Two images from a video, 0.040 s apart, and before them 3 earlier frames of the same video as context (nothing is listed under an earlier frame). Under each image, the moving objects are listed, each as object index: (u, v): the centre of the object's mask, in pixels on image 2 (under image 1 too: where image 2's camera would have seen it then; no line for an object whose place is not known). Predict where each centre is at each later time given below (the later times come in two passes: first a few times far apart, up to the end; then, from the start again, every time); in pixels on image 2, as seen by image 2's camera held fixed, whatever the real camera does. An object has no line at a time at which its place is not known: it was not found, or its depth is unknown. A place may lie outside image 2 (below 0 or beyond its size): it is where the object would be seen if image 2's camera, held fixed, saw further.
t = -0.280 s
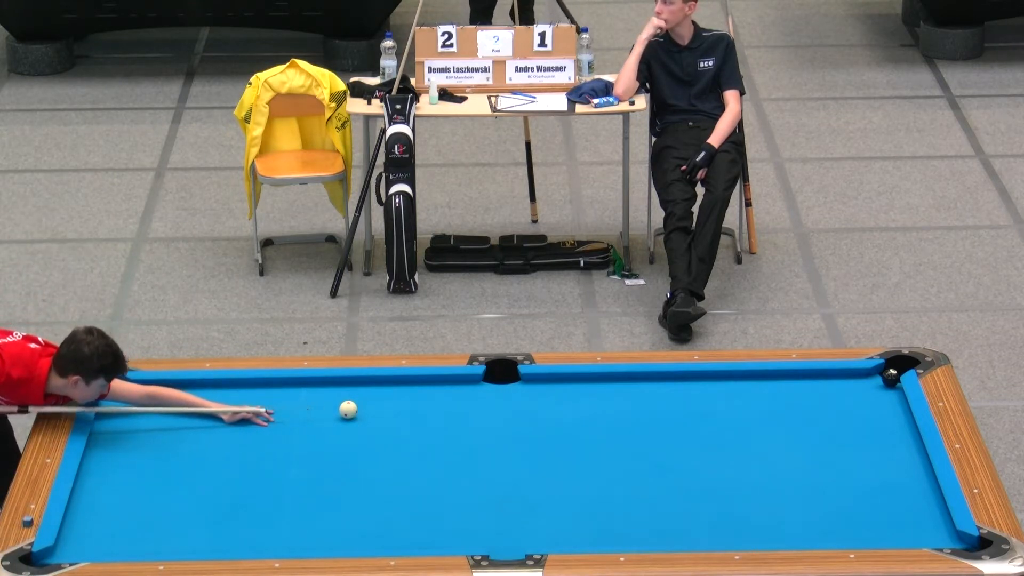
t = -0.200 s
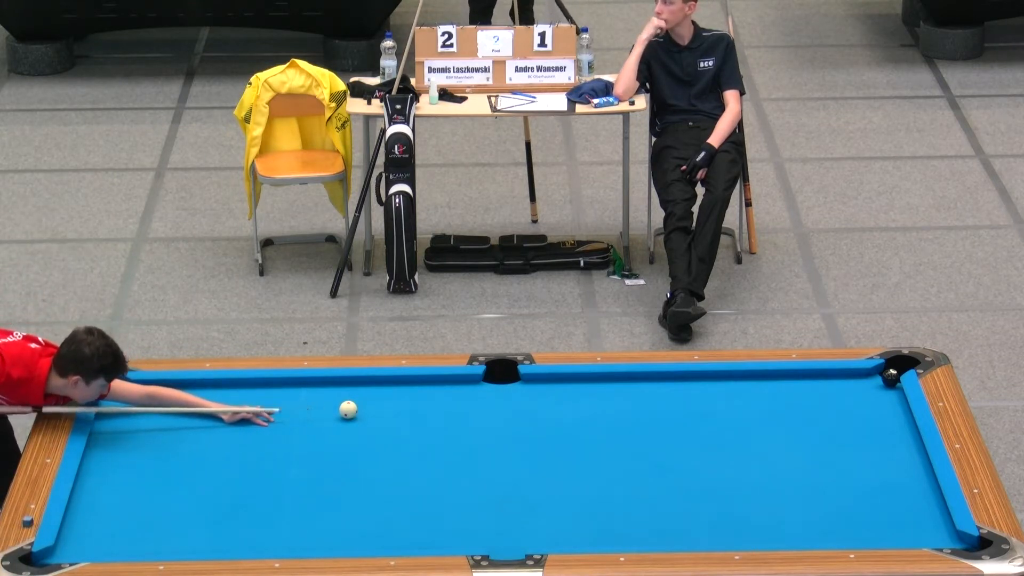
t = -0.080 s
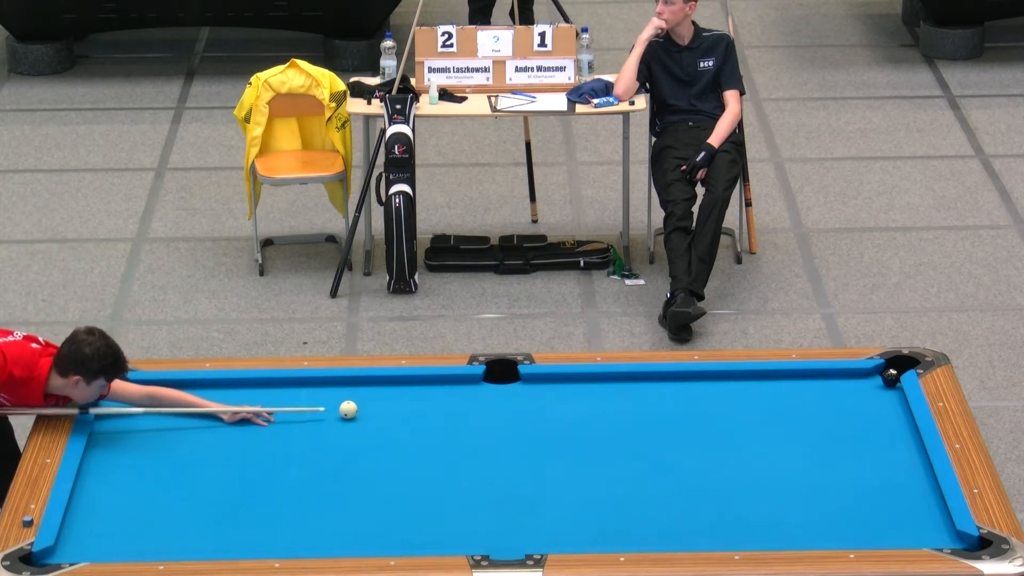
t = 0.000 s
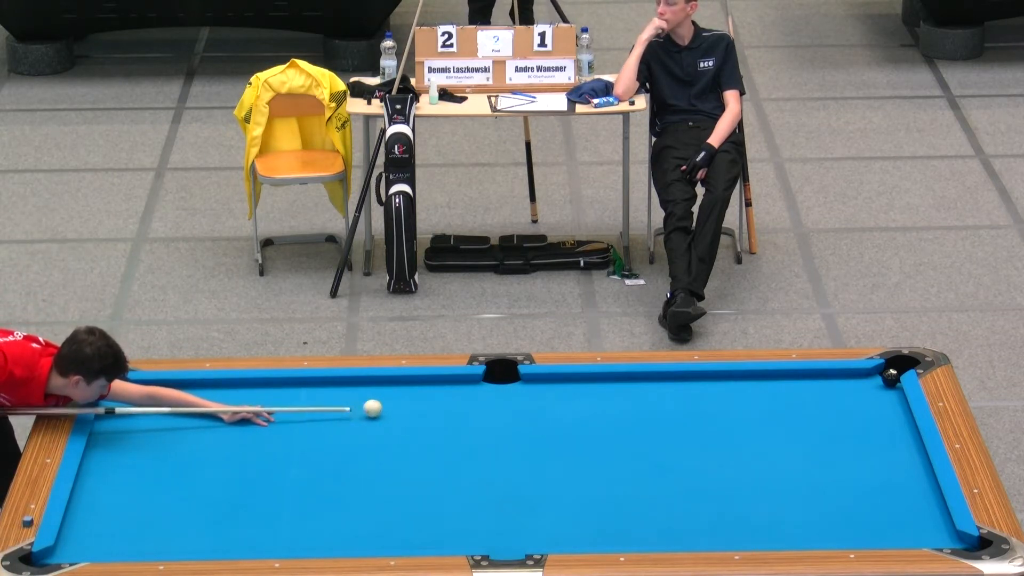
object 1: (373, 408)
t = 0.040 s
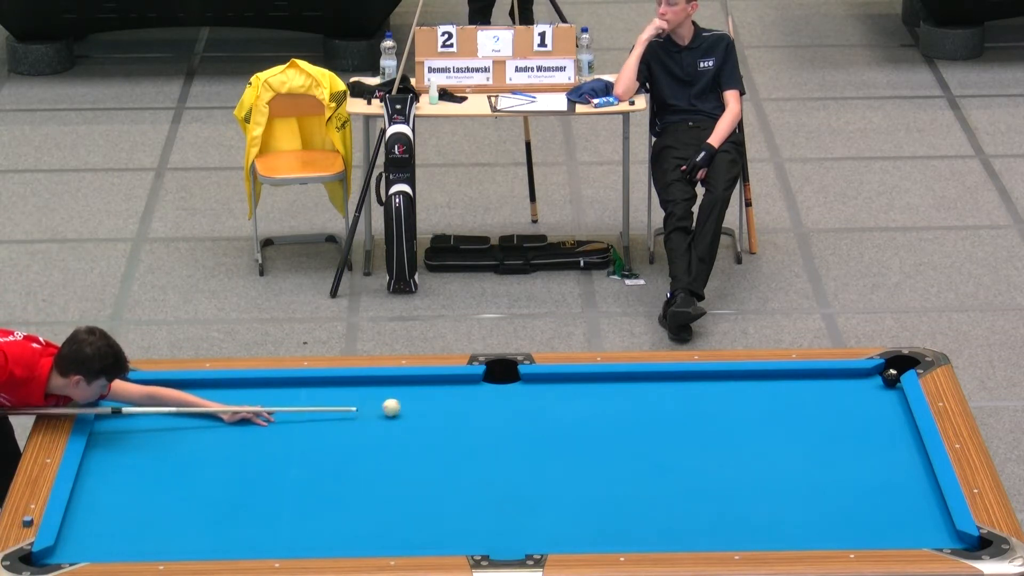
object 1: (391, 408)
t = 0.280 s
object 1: (485, 403)
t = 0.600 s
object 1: (600, 398)
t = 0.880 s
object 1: (698, 392)
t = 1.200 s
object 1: (805, 387)
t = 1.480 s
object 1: (888, 385)
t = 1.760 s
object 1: (871, 394)
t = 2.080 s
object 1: (845, 402)
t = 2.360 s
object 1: (824, 409)
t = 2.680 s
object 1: (802, 417)
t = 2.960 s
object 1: (785, 422)
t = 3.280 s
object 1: (767, 429)
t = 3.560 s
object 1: (753, 433)
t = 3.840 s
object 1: (742, 438)
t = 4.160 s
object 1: (731, 442)
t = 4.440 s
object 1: (723, 445)
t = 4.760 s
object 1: (715, 448)
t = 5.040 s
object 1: (711, 450)
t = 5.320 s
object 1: (708, 451)
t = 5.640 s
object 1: (706, 451)
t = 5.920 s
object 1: (706, 450)
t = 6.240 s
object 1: (706, 451)
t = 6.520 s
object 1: (706, 450)
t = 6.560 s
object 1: (706, 451)
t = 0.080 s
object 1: (409, 407)
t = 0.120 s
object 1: (425, 406)
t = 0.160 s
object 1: (441, 405)
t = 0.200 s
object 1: (456, 405)
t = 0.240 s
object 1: (471, 404)
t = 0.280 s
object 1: (485, 403)
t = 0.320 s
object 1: (500, 402)
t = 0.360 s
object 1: (514, 402)
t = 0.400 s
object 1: (529, 401)
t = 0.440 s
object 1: (543, 400)
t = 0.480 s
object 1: (557, 400)
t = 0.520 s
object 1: (571, 399)
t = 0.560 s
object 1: (586, 398)
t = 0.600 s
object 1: (600, 398)
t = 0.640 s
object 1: (614, 397)
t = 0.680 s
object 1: (628, 396)
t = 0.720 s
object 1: (642, 395)
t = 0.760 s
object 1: (656, 395)
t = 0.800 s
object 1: (670, 394)
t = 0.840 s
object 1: (683, 393)
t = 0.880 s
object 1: (698, 392)
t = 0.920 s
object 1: (712, 392)
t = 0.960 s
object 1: (725, 391)
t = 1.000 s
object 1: (738, 390)
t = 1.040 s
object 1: (752, 390)
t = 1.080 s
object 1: (765, 389)
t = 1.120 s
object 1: (779, 388)
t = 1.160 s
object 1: (792, 388)
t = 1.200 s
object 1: (805, 387)
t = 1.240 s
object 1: (819, 386)
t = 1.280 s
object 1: (832, 385)
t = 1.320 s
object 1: (845, 385)
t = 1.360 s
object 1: (858, 384)
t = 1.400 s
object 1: (871, 383)
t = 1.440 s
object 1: (881, 384)
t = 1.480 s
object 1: (888, 385)
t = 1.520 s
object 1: (892, 387)
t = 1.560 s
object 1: (888, 388)
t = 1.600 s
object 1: (884, 389)
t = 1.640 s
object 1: (881, 391)
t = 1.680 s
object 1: (877, 392)
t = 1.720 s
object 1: (874, 393)
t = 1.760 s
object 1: (871, 394)
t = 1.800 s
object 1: (867, 395)
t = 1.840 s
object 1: (864, 396)
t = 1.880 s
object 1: (861, 397)
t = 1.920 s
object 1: (858, 398)
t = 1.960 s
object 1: (854, 400)
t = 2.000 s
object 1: (851, 400)
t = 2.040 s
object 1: (848, 401)
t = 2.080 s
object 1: (845, 402)
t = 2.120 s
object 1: (842, 403)
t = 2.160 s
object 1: (838, 404)
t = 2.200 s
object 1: (836, 405)
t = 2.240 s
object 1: (833, 406)
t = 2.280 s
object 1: (830, 407)
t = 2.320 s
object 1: (827, 408)
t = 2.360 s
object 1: (824, 409)
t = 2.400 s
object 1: (821, 410)
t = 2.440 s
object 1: (818, 411)
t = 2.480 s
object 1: (816, 412)
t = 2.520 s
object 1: (813, 413)
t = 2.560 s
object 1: (810, 414)
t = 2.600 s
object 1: (807, 415)
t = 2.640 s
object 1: (805, 416)
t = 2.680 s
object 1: (802, 417)
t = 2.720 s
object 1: (800, 417)
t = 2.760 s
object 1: (797, 418)
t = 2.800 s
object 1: (795, 419)
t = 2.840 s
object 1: (792, 420)
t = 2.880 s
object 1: (790, 421)
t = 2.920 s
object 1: (787, 422)
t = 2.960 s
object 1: (785, 422)
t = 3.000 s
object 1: (783, 423)
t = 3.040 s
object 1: (780, 424)
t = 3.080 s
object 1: (778, 425)
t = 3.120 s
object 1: (776, 426)
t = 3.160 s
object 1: (774, 426)
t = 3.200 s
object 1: (772, 427)
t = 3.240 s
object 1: (769, 428)
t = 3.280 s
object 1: (767, 429)
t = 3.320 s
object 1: (765, 429)
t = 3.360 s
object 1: (763, 430)
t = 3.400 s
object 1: (761, 431)
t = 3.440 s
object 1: (759, 431)
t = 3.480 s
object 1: (757, 432)
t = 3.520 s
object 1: (755, 432)
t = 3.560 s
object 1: (753, 433)
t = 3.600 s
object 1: (752, 434)
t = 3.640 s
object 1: (750, 435)
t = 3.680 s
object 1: (748, 435)
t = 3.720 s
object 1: (747, 436)
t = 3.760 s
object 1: (745, 437)
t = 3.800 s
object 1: (743, 437)
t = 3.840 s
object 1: (742, 438)
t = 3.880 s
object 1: (740, 438)
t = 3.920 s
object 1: (739, 439)
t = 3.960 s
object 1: (738, 439)
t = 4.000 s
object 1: (736, 440)
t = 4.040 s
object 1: (735, 440)
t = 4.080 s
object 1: (734, 441)
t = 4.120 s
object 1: (732, 441)
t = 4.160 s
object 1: (731, 442)
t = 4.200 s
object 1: (730, 442)
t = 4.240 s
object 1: (729, 443)
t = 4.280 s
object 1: (727, 443)
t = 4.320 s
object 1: (726, 444)
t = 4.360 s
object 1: (725, 444)
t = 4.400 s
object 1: (724, 445)
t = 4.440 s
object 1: (723, 445)
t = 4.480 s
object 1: (722, 445)
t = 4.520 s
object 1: (721, 446)
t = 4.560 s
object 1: (720, 446)
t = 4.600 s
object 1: (719, 447)
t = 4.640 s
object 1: (718, 447)
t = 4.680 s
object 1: (717, 447)
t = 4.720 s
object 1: (716, 447)
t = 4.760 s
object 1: (715, 448)
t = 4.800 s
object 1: (715, 448)
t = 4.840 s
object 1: (714, 448)
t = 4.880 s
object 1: (713, 449)
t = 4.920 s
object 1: (713, 449)
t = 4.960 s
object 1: (712, 449)
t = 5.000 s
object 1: (711, 449)
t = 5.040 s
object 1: (711, 450)
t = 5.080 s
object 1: (710, 450)
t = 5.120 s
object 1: (710, 450)
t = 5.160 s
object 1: (709, 450)
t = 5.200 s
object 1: (709, 450)
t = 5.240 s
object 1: (708, 451)
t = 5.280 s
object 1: (708, 451)
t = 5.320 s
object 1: (708, 451)
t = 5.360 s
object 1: (707, 451)
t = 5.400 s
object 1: (707, 451)
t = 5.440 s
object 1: (707, 451)
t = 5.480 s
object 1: (707, 451)
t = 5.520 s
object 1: (706, 451)
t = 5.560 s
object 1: (706, 451)
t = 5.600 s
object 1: (706, 451)
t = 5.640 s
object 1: (706, 451)
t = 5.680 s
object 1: (706, 451)
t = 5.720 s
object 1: (706, 451)
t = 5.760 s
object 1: (706, 451)
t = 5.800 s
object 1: (706, 451)
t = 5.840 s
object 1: (706, 450)
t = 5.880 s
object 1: (706, 451)
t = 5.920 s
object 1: (706, 450)
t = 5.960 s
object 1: (706, 451)
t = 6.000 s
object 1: (706, 451)
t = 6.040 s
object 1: (706, 451)
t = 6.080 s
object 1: (706, 451)
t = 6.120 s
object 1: (706, 451)
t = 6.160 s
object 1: (706, 451)
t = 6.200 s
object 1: (706, 451)
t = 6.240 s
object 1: (706, 451)
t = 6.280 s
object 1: (706, 451)
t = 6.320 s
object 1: (706, 451)
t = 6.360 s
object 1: (706, 451)
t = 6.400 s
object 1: (706, 450)
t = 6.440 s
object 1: (706, 451)
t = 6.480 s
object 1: (706, 451)
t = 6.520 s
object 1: (706, 450)
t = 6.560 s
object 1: (706, 451)
